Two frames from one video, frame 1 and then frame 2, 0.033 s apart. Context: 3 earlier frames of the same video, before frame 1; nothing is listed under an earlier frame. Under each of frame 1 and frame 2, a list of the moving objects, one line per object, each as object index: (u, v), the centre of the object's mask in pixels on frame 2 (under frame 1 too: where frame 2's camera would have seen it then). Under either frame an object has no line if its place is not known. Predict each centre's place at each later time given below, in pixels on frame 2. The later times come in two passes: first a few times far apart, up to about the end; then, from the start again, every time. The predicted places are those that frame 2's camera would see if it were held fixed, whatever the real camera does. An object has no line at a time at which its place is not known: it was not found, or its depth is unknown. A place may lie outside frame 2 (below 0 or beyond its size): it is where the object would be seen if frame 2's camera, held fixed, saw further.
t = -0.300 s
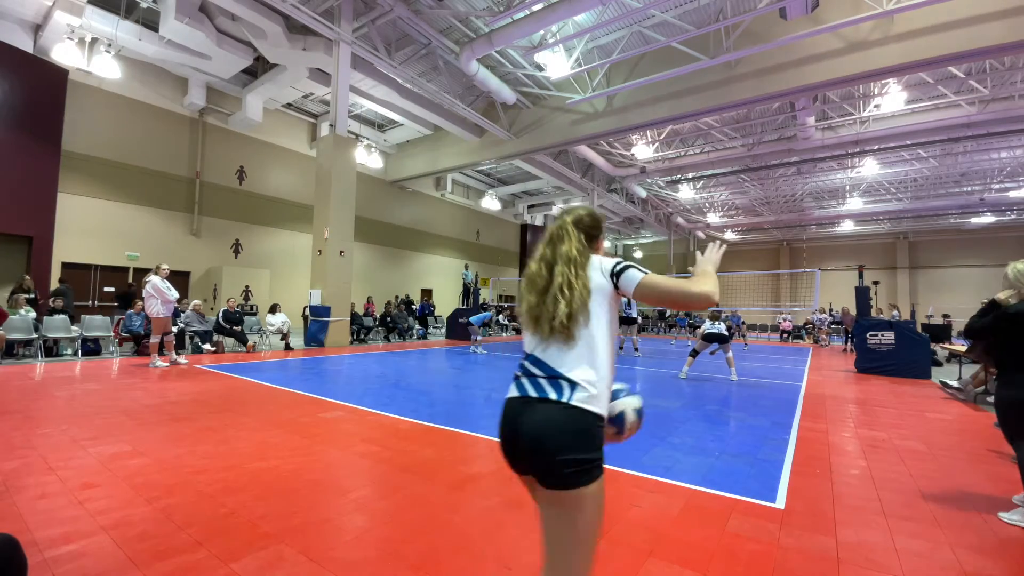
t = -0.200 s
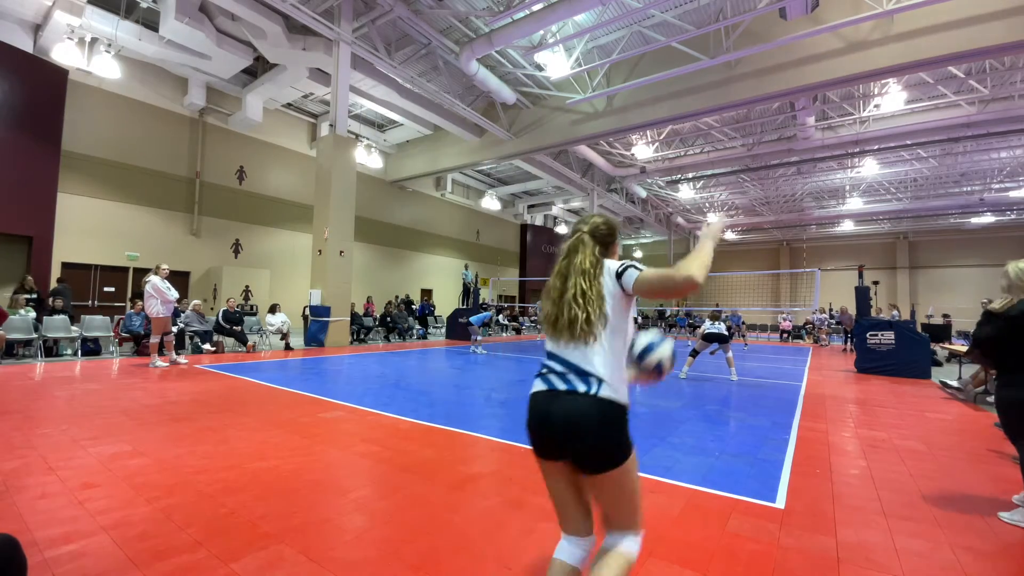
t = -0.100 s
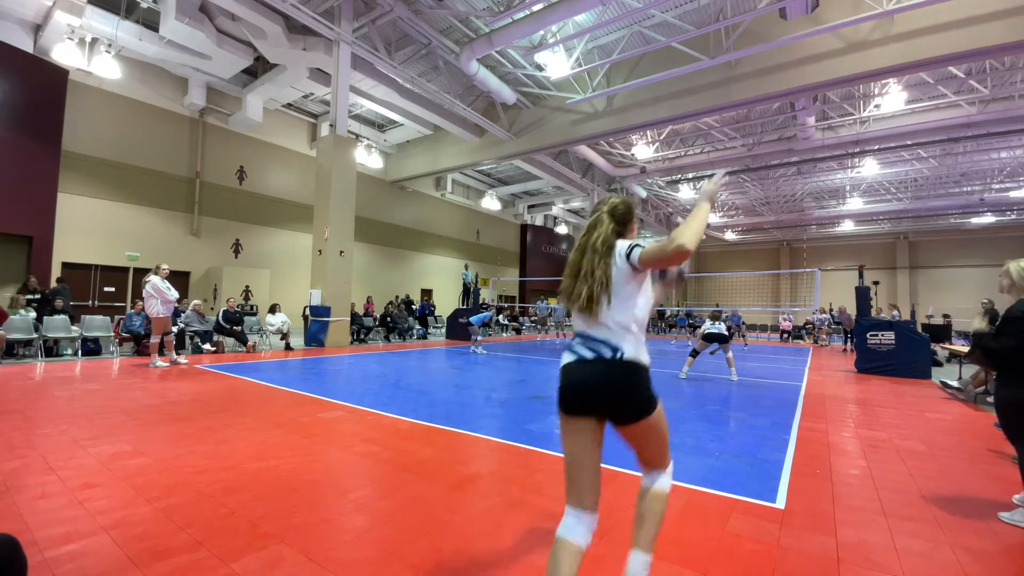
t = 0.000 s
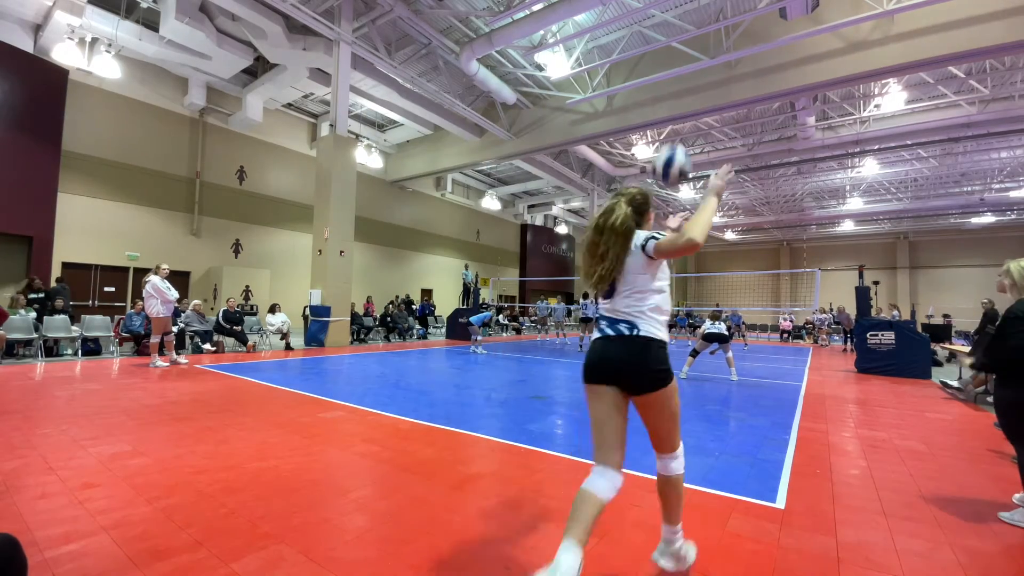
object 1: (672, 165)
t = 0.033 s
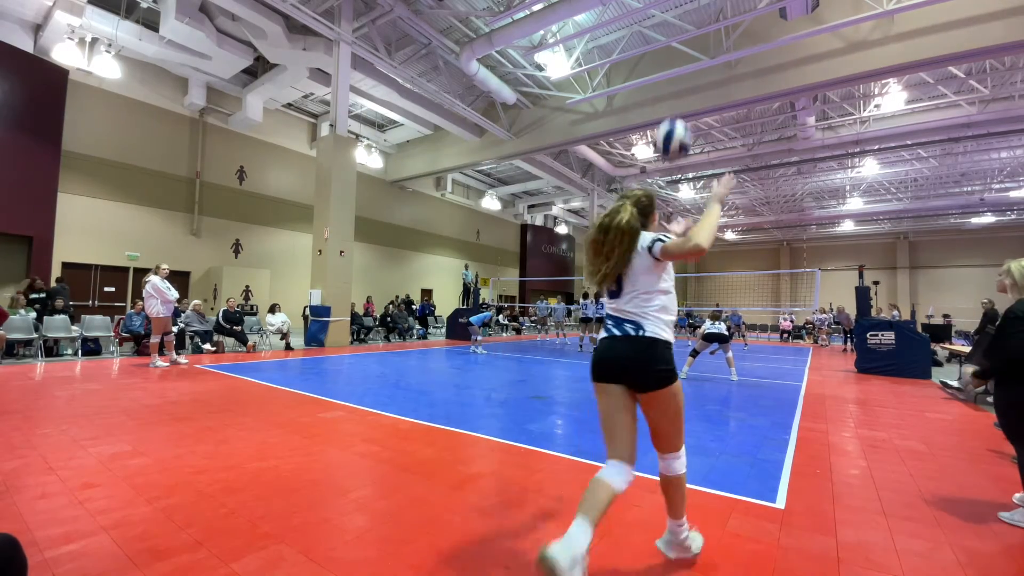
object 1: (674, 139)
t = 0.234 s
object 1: (675, 44)
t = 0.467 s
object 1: (678, 26)
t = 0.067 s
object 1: (673, 117)
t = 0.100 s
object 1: (674, 97)
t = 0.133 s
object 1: (674, 80)
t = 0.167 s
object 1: (675, 66)
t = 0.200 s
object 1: (675, 54)
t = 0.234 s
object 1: (675, 44)
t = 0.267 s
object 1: (676, 36)
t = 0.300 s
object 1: (676, 30)
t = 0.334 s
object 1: (677, 26)
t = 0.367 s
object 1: (677, 24)
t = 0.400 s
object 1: (677, 23)
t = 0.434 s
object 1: (678, 24)
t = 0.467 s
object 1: (678, 26)
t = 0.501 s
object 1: (679, 29)
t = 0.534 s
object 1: (679, 34)
